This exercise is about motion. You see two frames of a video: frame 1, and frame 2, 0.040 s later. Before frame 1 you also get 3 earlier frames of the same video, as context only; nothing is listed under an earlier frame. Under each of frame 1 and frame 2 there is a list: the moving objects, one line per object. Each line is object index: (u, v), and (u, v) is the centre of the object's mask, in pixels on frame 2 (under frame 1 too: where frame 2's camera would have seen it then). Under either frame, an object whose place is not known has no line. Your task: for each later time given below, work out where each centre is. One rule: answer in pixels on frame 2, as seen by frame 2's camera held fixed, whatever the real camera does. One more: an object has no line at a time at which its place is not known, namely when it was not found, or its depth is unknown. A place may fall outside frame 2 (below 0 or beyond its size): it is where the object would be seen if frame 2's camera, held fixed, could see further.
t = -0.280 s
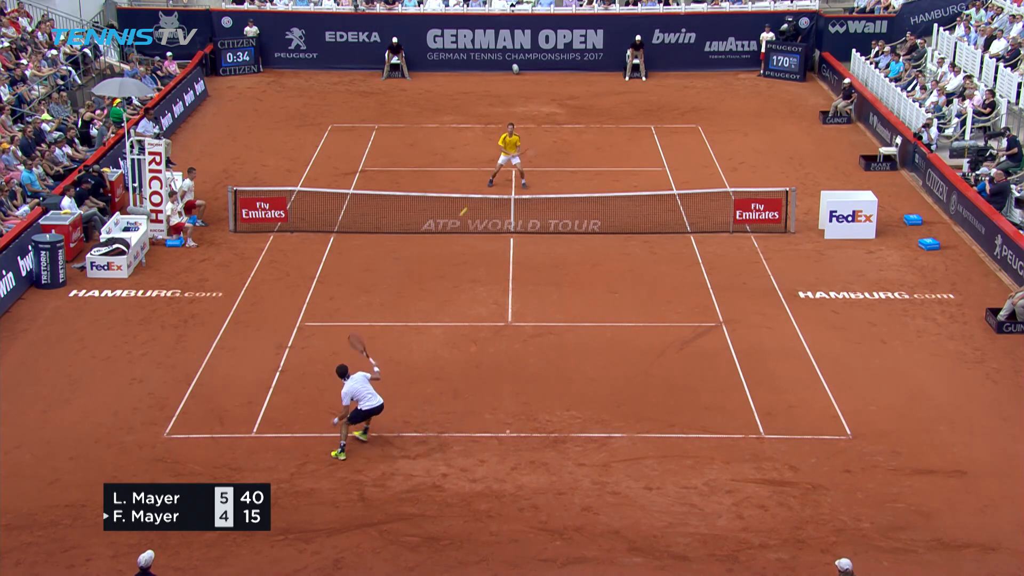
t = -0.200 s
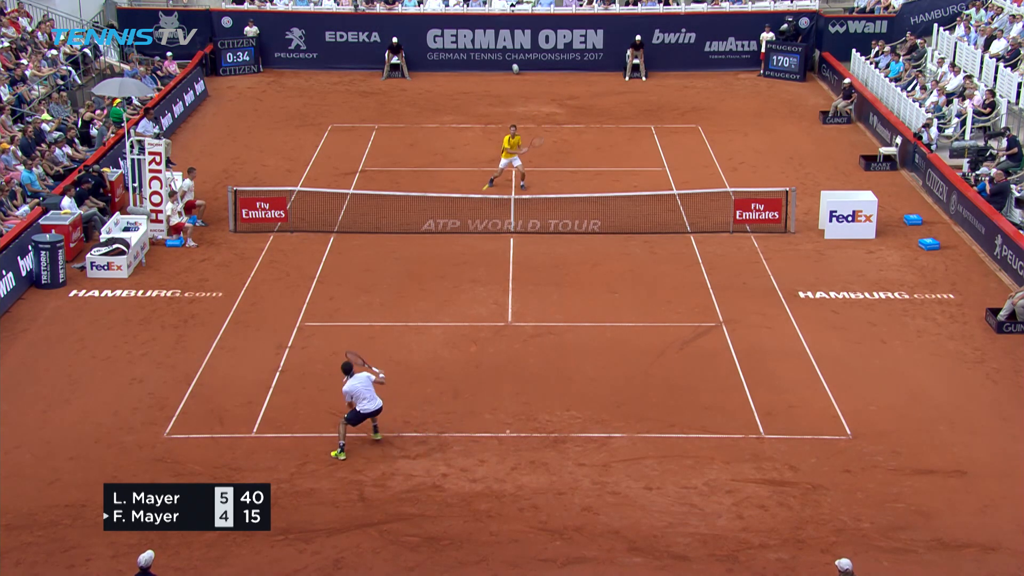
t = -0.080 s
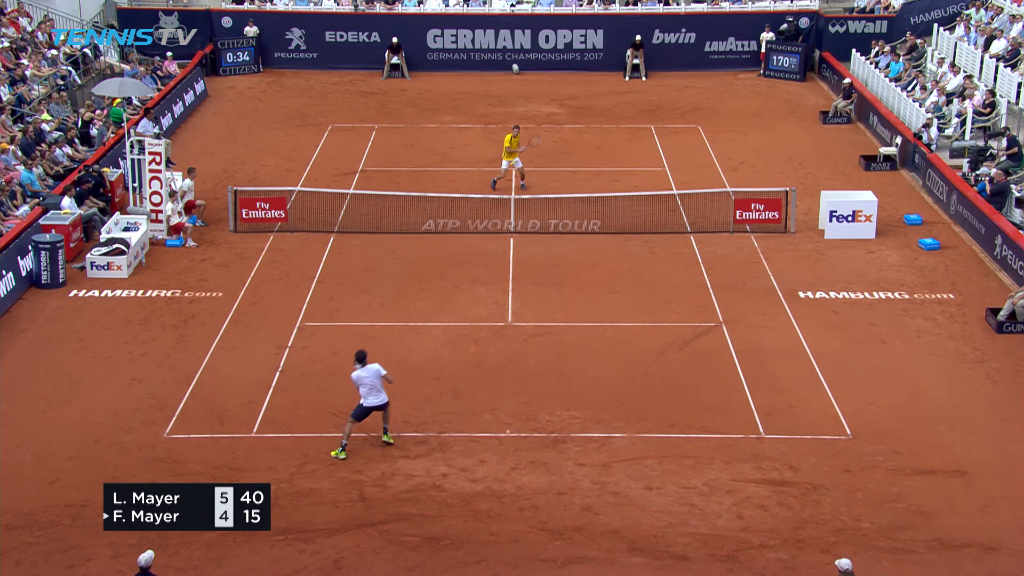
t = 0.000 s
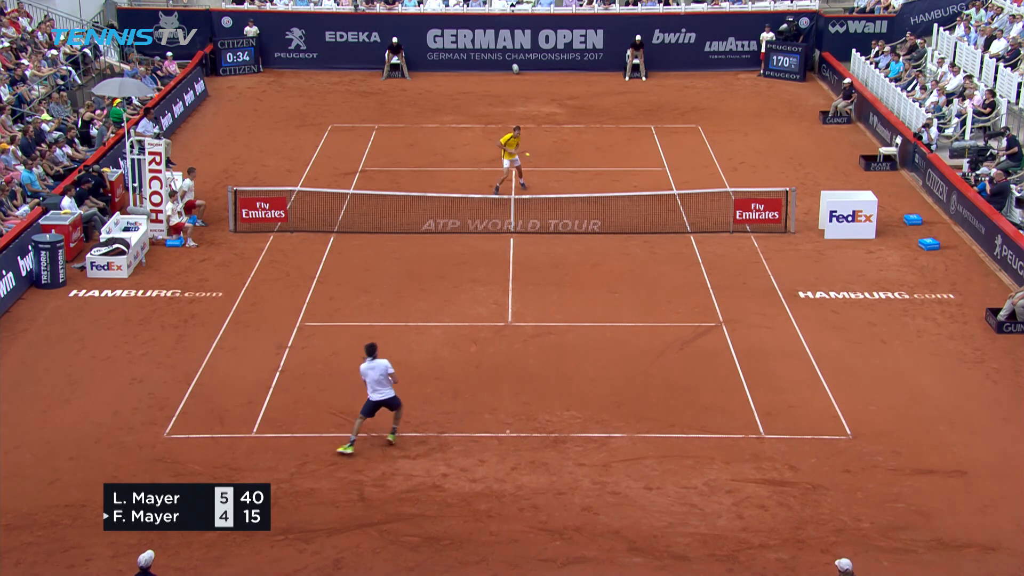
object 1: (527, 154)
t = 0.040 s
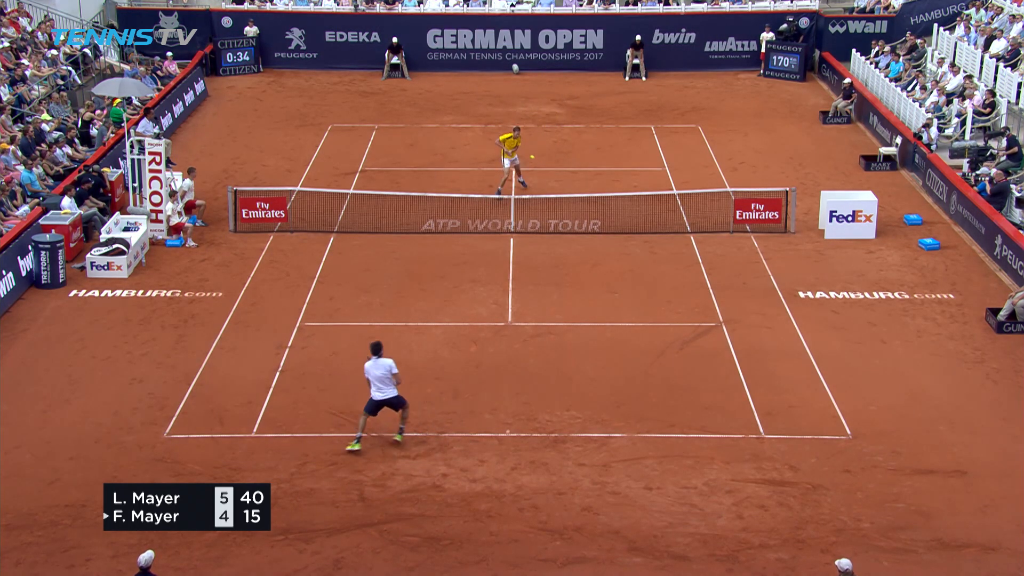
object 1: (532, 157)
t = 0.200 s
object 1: (553, 173)
